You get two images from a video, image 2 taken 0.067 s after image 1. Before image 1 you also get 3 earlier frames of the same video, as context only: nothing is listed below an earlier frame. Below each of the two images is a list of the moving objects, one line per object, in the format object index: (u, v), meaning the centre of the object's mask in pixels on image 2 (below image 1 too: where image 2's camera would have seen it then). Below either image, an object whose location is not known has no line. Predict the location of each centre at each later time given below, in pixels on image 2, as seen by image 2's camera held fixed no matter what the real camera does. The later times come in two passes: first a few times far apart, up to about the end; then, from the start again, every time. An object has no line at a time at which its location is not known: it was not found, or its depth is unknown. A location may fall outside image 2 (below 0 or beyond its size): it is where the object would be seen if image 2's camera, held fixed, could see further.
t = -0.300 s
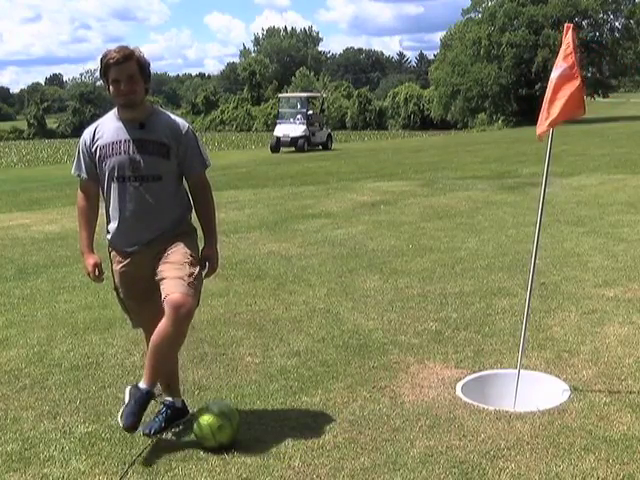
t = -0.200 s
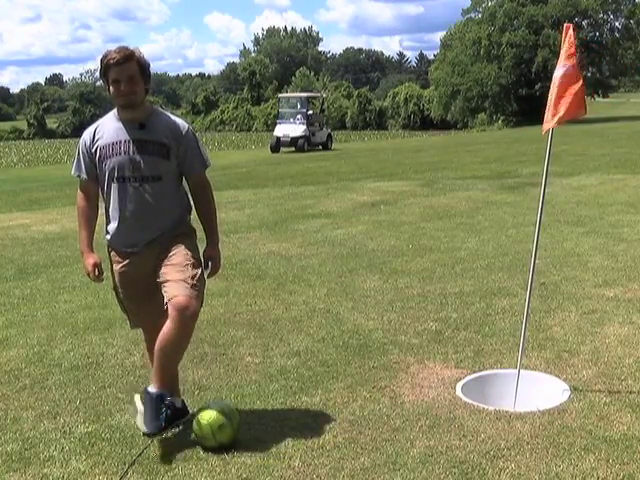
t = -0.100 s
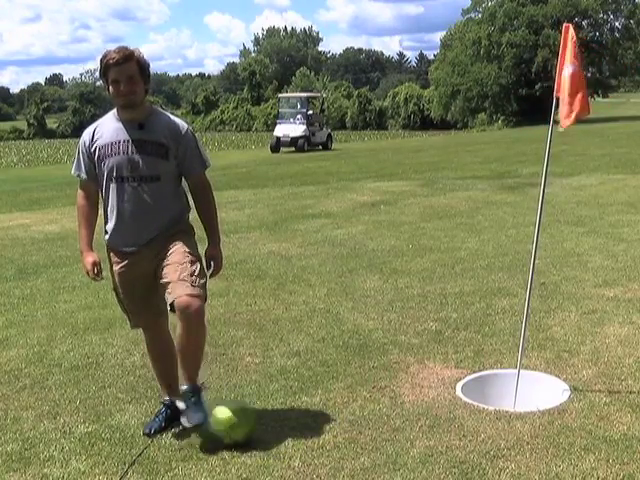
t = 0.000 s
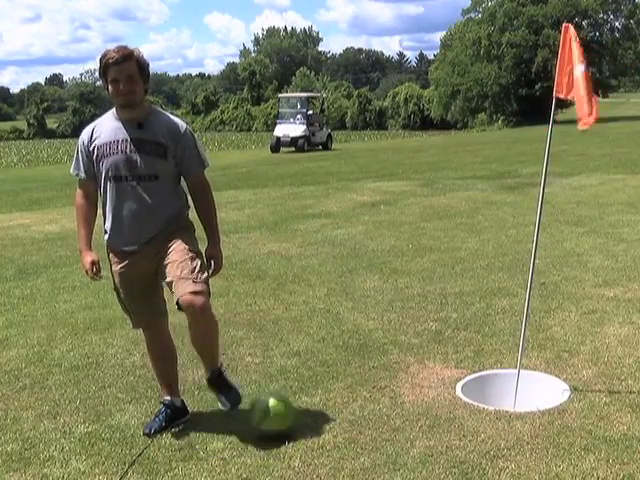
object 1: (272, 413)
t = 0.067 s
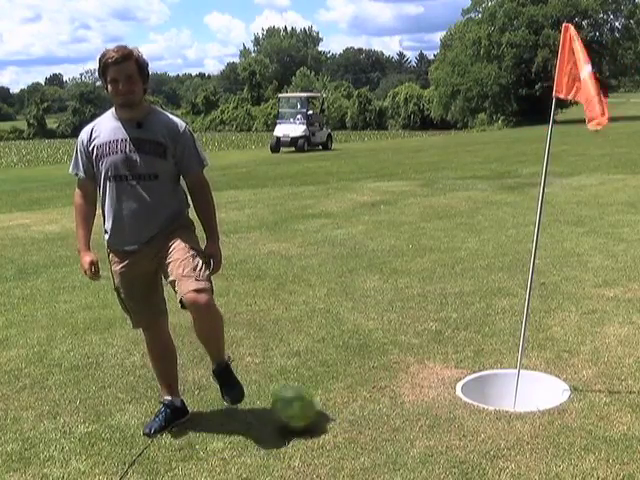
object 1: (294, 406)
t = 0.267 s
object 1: (350, 396)
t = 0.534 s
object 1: (417, 382)
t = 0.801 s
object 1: (473, 371)
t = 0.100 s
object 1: (303, 405)
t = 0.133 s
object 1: (313, 404)
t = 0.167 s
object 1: (323, 401)
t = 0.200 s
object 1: (332, 400)
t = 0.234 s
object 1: (340, 399)
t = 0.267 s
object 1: (350, 396)
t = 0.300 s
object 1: (359, 395)
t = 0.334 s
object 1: (368, 393)
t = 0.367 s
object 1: (377, 391)
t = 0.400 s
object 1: (385, 388)
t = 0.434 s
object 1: (394, 387)
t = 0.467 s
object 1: (401, 384)
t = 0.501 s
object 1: (409, 384)
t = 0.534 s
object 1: (417, 382)
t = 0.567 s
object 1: (424, 380)
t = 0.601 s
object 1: (431, 378)
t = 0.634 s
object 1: (438, 375)
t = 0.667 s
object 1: (446, 374)
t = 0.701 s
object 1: (452, 372)
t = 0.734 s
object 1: (459, 372)
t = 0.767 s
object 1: (466, 373)
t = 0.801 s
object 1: (473, 371)
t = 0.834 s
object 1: (481, 372)
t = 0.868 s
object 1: (488, 375)
